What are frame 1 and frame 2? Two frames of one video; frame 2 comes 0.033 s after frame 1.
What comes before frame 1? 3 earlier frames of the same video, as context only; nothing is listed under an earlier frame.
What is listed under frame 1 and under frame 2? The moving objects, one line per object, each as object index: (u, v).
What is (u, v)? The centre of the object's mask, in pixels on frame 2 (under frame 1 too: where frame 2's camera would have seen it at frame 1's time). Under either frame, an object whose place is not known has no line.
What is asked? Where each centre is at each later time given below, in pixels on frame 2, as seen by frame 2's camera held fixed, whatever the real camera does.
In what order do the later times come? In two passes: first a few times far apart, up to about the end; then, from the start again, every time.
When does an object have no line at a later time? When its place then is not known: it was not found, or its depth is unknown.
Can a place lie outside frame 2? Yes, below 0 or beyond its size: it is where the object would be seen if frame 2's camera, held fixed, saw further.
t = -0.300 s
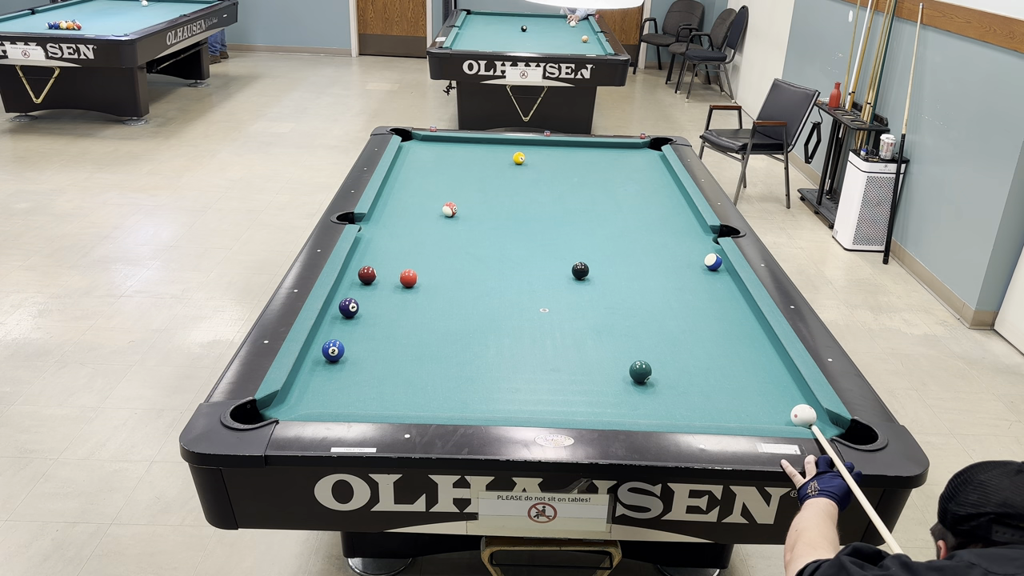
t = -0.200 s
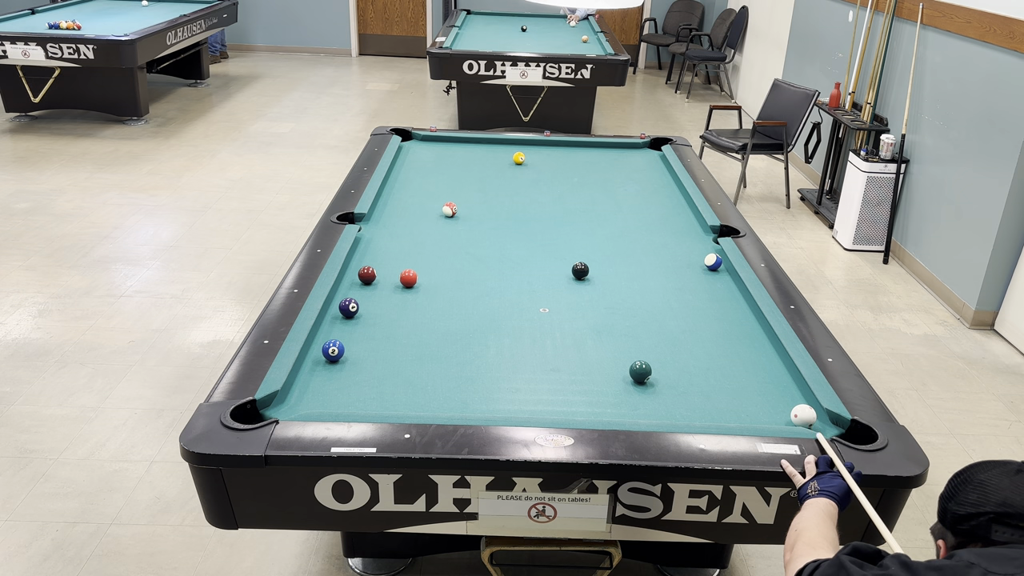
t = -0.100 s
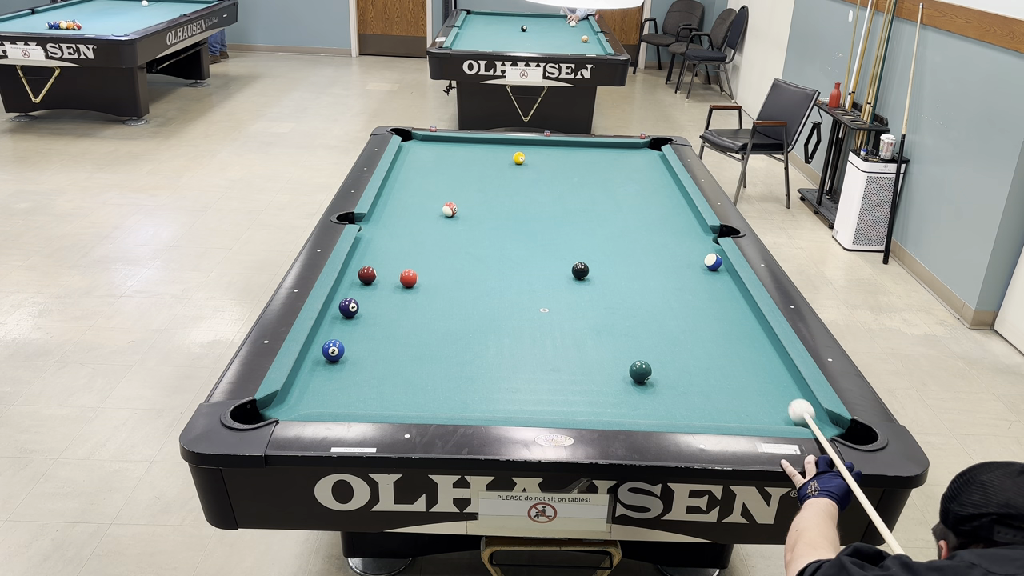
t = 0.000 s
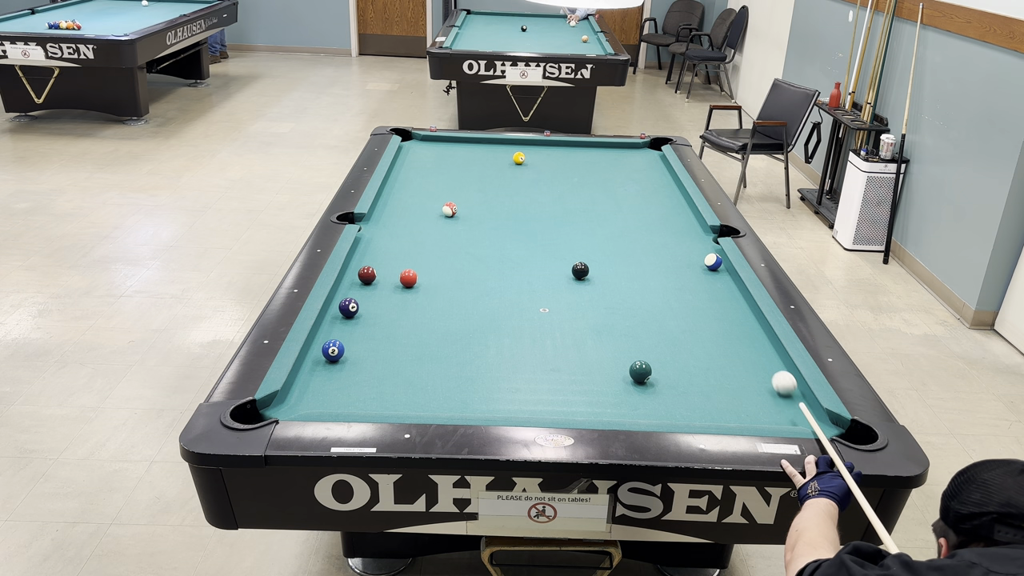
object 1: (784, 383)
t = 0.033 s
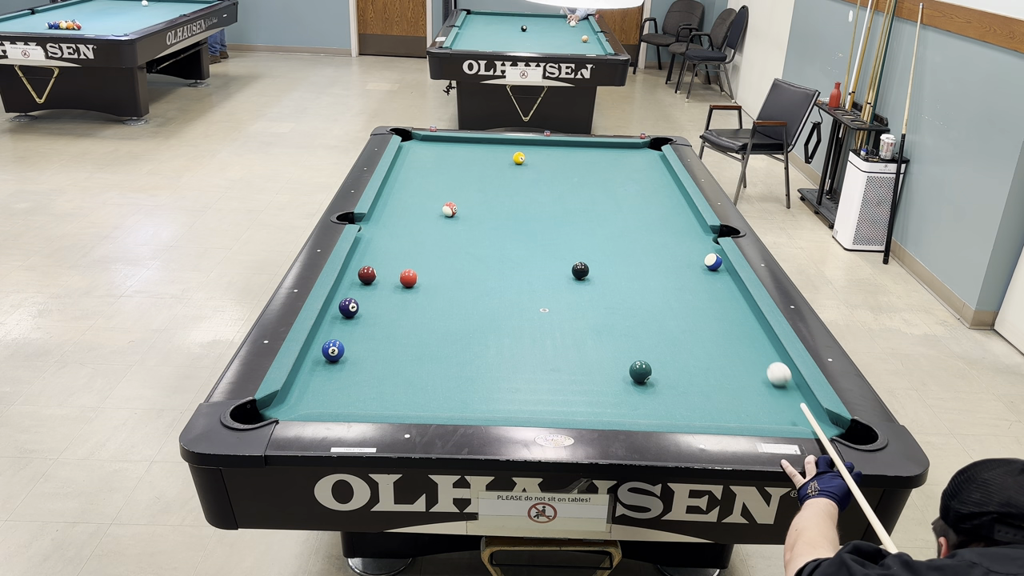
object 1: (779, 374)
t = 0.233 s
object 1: (751, 327)
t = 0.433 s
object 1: (729, 290)
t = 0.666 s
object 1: (714, 267)
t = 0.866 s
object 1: (709, 261)
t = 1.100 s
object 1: (703, 255)
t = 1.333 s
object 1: (698, 249)
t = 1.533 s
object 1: (694, 244)
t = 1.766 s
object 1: (691, 240)
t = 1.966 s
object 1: (688, 236)
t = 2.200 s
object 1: (685, 233)
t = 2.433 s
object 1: (683, 230)
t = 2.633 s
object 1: (681, 228)
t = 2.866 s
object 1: (680, 226)
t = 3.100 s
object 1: (678, 224)
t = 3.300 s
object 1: (677, 223)
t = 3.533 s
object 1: (677, 222)
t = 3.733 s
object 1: (677, 222)
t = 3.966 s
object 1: (677, 222)
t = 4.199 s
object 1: (677, 222)
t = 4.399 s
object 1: (677, 222)
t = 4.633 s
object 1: (677, 222)
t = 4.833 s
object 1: (677, 222)
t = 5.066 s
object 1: (677, 222)
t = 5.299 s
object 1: (677, 222)
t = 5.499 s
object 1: (677, 222)
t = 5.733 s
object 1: (677, 222)
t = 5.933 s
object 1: (677, 222)
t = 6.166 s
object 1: (677, 222)
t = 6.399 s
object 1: (677, 222)
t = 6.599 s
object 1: (677, 222)
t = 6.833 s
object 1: (677, 222)
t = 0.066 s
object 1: (774, 366)
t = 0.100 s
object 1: (769, 357)
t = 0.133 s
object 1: (764, 349)
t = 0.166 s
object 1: (760, 342)
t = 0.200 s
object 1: (755, 334)
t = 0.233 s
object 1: (751, 327)
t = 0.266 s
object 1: (747, 321)
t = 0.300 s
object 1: (743, 314)
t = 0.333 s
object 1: (739, 307)
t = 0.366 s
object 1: (736, 301)
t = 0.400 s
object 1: (732, 295)
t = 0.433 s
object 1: (729, 290)
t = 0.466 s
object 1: (726, 284)
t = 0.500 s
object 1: (722, 279)
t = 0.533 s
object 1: (720, 274)
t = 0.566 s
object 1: (717, 269)
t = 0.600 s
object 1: (716, 268)
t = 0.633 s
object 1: (715, 268)
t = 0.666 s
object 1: (714, 267)
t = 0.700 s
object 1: (713, 266)
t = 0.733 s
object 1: (713, 265)
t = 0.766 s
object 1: (712, 264)
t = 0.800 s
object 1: (711, 263)
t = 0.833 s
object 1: (710, 262)
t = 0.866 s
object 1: (709, 261)
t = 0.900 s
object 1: (708, 260)
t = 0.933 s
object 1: (707, 259)
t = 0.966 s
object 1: (706, 258)
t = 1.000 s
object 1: (705, 257)
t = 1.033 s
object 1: (705, 256)
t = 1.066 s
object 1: (704, 255)
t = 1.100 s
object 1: (703, 255)
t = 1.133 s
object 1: (702, 254)
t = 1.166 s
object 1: (701, 253)
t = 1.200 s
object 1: (701, 252)
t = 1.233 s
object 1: (700, 251)
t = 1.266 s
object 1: (699, 250)
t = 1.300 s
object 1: (699, 249)
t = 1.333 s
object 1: (698, 249)
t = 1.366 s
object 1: (697, 248)
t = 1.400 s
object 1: (697, 247)
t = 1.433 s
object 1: (696, 246)
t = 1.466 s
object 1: (695, 246)
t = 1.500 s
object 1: (695, 245)
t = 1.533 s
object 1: (694, 244)
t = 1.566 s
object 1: (694, 244)
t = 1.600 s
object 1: (693, 243)
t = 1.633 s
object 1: (693, 242)
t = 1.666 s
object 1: (692, 242)
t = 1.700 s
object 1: (692, 241)
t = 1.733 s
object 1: (691, 240)
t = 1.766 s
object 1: (691, 240)
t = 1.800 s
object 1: (690, 239)
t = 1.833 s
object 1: (690, 238)
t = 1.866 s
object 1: (689, 238)
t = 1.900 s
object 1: (689, 237)
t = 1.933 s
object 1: (688, 237)
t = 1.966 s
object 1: (688, 236)
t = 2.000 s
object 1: (687, 236)
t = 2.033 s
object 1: (687, 235)
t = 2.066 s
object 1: (687, 235)
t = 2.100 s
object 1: (686, 234)
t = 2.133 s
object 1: (686, 234)
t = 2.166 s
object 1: (685, 233)
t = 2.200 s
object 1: (685, 233)
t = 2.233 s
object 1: (684, 232)
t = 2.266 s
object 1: (684, 232)
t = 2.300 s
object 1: (684, 231)
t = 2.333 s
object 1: (683, 231)
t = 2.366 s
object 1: (683, 230)
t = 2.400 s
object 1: (683, 230)
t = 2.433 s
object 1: (683, 230)
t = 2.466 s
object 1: (682, 229)
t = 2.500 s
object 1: (682, 229)
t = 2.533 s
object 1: (682, 228)
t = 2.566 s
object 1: (682, 228)
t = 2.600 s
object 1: (681, 228)
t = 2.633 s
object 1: (681, 228)
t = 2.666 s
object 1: (681, 227)
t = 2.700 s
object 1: (681, 227)
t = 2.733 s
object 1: (680, 227)
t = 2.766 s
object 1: (680, 227)
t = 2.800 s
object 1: (680, 226)
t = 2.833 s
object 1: (680, 226)
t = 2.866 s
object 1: (680, 226)
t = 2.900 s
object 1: (679, 225)
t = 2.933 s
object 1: (679, 225)
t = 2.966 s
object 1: (679, 225)
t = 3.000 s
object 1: (679, 225)
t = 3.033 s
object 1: (678, 225)
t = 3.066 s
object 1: (678, 224)
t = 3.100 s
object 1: (678, 224)
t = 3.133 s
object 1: (678, 224)
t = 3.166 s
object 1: (678, 224)
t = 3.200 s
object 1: (678, 224)
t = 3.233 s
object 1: (677, 223)
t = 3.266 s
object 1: (677, 223)
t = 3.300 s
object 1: (677, 223)
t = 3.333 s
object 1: (677, 223)
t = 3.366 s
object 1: (677, 223)
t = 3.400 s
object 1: (677, 223)
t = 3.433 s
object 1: (677, 223)
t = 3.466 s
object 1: (677, 223)
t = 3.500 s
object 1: (677, 223)
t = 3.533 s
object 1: (677, 222)
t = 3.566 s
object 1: (677, 222)
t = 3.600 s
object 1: (677, 222)
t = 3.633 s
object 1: (677, 222)
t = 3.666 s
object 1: (677, 222)
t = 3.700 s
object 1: (677, 222)
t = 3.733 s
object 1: (677, 222)
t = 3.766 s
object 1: (677, 222)
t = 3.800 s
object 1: (677, 222)
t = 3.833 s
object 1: (677, 222)
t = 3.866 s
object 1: (677, 222)
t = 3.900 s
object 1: (677, 222)
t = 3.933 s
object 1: (677, 222)
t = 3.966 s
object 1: (677, 222)
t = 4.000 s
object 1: (677, 222)
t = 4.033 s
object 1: (677, 222)
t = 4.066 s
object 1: (677, 222)
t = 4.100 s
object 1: (677, 222)
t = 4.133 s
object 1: (677, 222)
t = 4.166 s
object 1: (677, 222)
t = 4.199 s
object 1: (677, 222)
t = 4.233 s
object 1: (677, 222)
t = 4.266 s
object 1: (677, 222)
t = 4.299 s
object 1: (677, 222)
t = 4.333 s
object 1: (677, 222)
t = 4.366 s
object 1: (677, 222)
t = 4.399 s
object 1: (677, 222)
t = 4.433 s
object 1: (677, 222)
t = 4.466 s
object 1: (677, 222)
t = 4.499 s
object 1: (677, 222)
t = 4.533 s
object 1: (677, 222)
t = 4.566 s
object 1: (677, 222)
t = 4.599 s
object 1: (677, 222)
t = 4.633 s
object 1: (677, 222)
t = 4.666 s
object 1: (677, 222)
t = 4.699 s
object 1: (677, 222)
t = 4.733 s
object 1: (677, 222)
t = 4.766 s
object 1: (677, 222)
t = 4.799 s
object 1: (677, 222)
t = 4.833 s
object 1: (677, 222)
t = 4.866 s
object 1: (677, 222)
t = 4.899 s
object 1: (677, 222)
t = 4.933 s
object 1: (677, 222)
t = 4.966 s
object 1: (677, 222)
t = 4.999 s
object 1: (677, 222)
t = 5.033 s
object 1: (677, 222)
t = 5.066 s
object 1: (677, 222)
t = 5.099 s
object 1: (677, 222)
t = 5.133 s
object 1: (677, 222)
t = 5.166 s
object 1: (677, 222)
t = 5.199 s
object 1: (677, 222)
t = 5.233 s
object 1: (677, 222)
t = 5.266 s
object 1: (677, 222)
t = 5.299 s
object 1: (677, 222)
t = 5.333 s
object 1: (677, 222)
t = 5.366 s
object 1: (677, 222)
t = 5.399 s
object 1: (677, 222)
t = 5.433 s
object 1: (677, 222)
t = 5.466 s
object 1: (677, 222)
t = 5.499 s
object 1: (677, 222)
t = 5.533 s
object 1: (677, 222)
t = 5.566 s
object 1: (677, 222)
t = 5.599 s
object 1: (677, 222)
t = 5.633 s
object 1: (677, 222)
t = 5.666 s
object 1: (677, 222)
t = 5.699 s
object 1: (677, 222)
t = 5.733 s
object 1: (677, 222)
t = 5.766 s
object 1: (677, 222)
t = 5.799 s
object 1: (677, 222)
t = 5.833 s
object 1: (677, 222)
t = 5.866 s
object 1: (677, 222)
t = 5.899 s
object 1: (677, 222)
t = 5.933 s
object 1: (677, 222)
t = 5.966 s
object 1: (677, 222)
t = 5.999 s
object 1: (677, 222)
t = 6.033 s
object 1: (677, 222)
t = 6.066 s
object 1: (677, 222)
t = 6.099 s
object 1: (677, 222)
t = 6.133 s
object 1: (677, 222)
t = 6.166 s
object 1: (677, 222)
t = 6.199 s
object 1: (677, 222)
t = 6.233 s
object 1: (677, 222)
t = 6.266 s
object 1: (677, 222)
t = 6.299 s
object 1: (677, 222)
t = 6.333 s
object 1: (677, 222)
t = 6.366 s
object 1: (677, 222)
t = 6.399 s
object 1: (677, 222)
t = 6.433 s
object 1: (677, 222)
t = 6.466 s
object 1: (677, 222)
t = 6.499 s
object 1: (677, 222)
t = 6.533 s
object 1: (677, 222)
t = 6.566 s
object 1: (677, 222)
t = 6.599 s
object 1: (677, 222)
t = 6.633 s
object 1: (677, 222)
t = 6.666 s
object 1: (677, 222)
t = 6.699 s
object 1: (677, 222)
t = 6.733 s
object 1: (677, 222)
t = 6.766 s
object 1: (677, 222)
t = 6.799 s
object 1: (677, 222)
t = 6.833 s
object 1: (677, 222)
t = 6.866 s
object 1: (677, 222)
